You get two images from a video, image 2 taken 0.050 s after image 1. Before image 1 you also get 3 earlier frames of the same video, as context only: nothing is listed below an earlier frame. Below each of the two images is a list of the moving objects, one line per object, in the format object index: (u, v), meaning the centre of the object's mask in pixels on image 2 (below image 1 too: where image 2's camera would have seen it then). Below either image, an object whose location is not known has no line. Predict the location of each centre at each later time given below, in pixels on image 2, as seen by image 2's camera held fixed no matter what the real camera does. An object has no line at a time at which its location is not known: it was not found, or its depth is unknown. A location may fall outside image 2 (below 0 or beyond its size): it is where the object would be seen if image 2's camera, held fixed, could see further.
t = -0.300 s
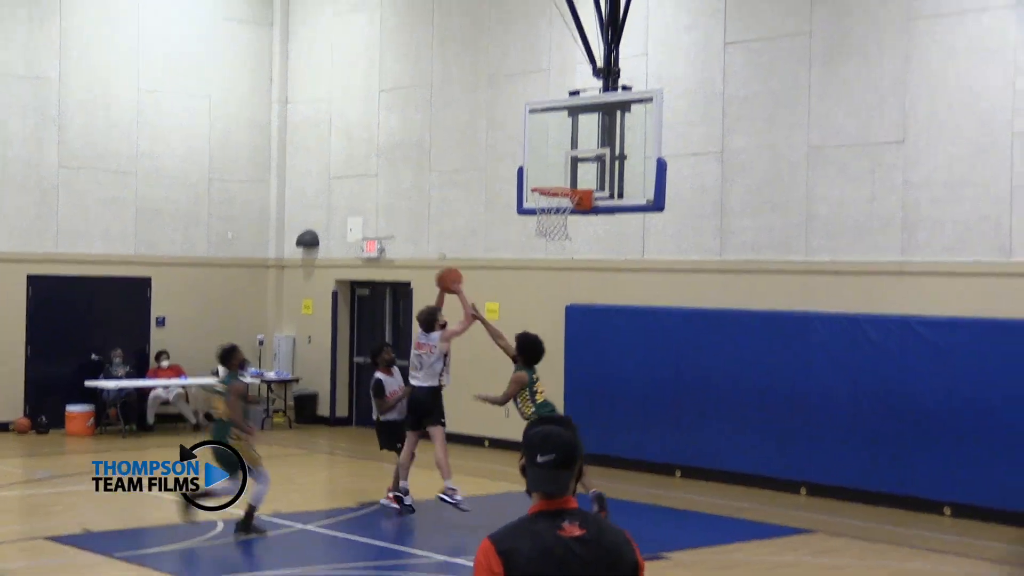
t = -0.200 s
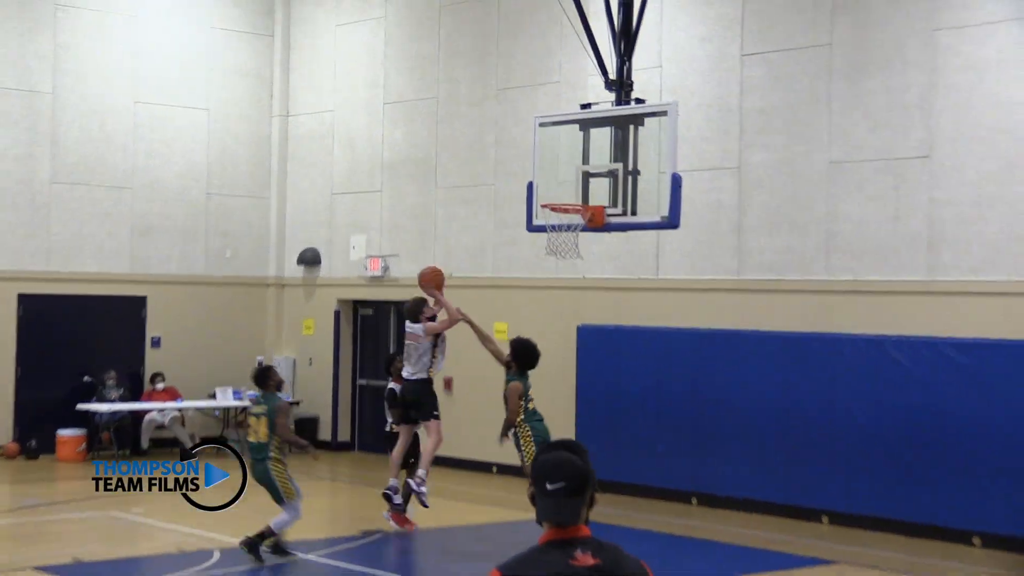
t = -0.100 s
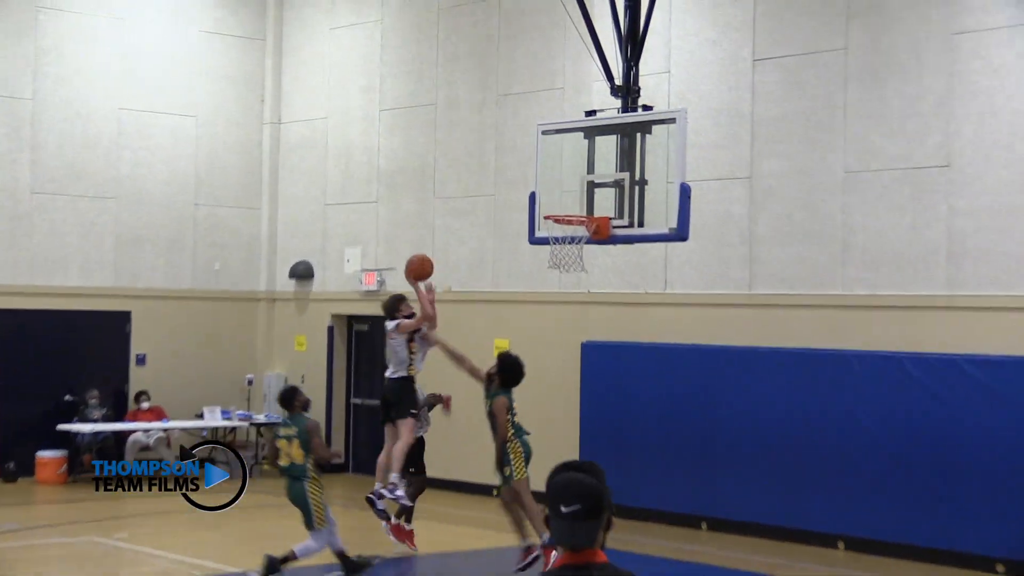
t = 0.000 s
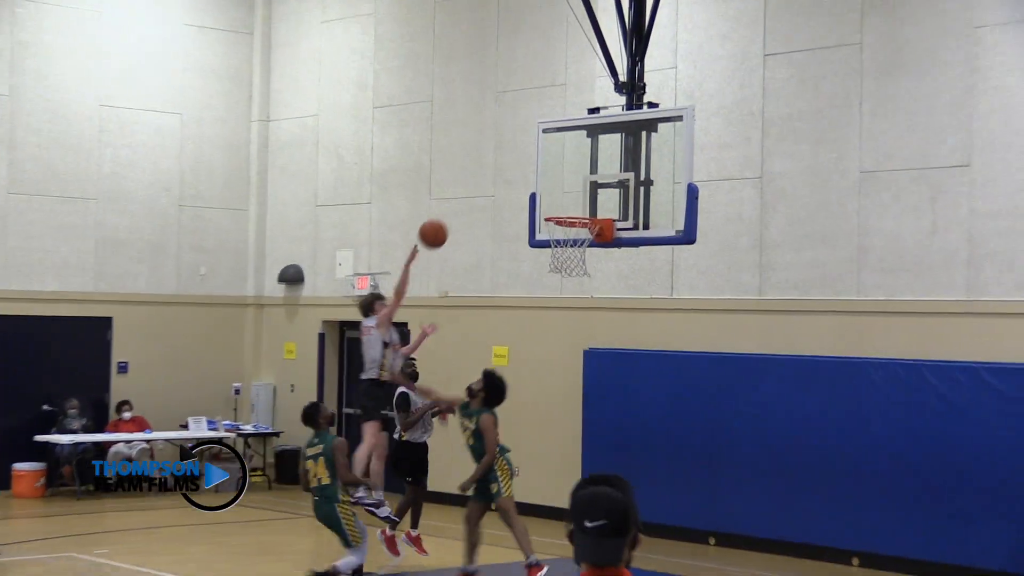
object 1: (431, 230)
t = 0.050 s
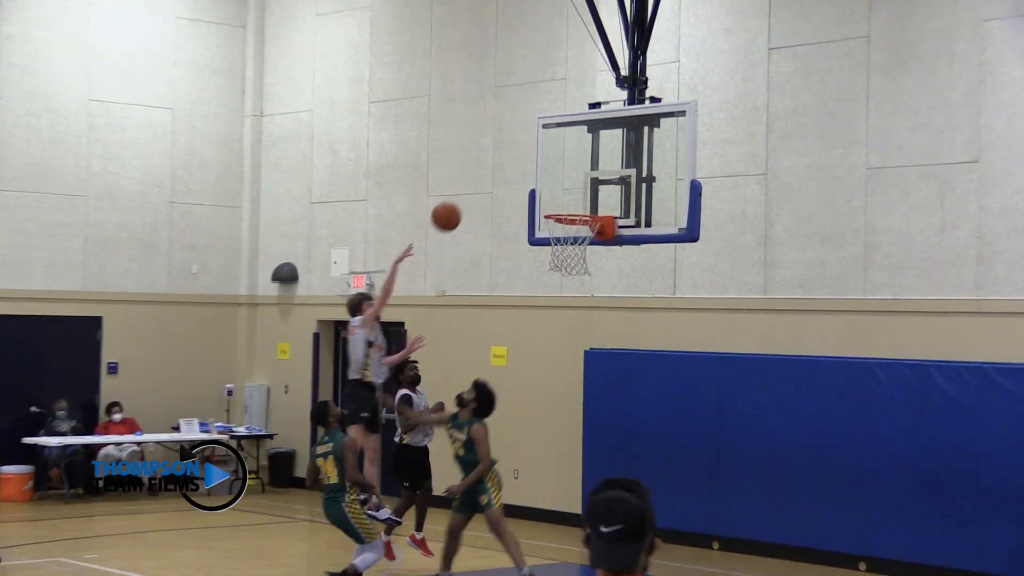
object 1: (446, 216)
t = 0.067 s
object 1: (452, 212)
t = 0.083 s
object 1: (457, 208)
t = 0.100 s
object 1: (462, 205)
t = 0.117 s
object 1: (467, 202)
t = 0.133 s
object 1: (472, 199)
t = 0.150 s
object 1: (478, 196)
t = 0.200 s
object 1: (493, 190)
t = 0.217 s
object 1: (498, 189)
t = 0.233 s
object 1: (503, 188)
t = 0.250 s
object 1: (508, 188)
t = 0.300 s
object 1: (523, 188)
